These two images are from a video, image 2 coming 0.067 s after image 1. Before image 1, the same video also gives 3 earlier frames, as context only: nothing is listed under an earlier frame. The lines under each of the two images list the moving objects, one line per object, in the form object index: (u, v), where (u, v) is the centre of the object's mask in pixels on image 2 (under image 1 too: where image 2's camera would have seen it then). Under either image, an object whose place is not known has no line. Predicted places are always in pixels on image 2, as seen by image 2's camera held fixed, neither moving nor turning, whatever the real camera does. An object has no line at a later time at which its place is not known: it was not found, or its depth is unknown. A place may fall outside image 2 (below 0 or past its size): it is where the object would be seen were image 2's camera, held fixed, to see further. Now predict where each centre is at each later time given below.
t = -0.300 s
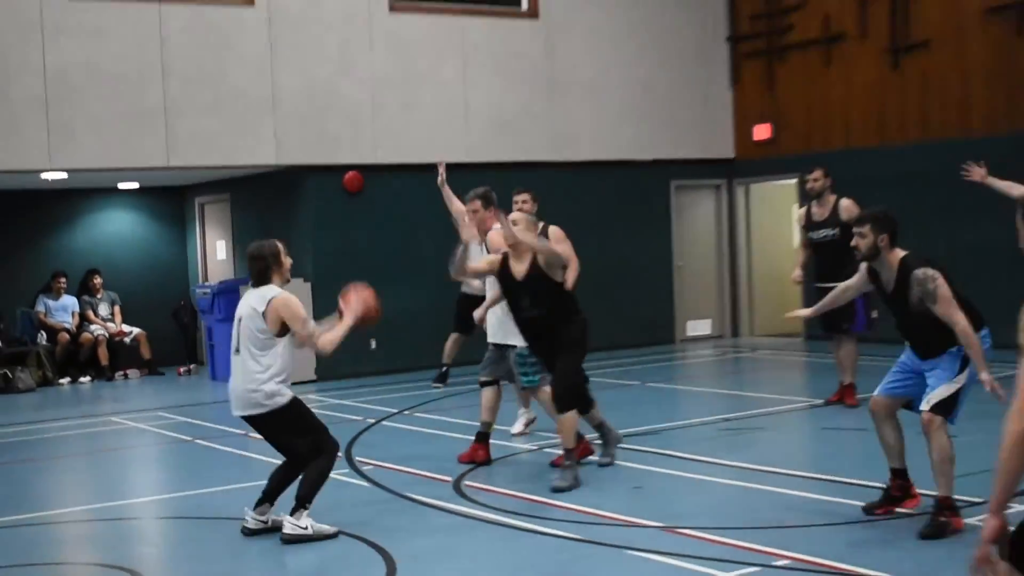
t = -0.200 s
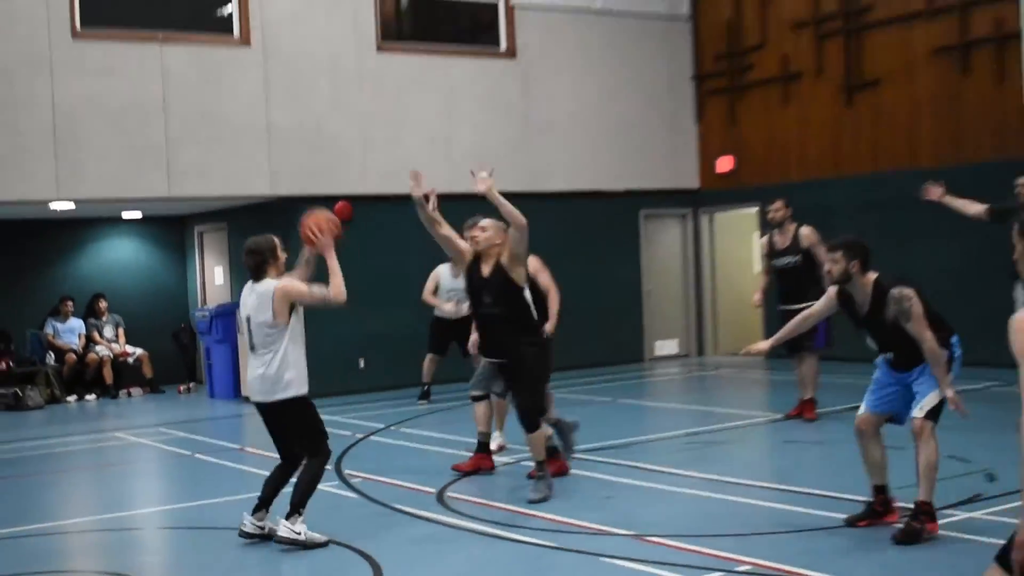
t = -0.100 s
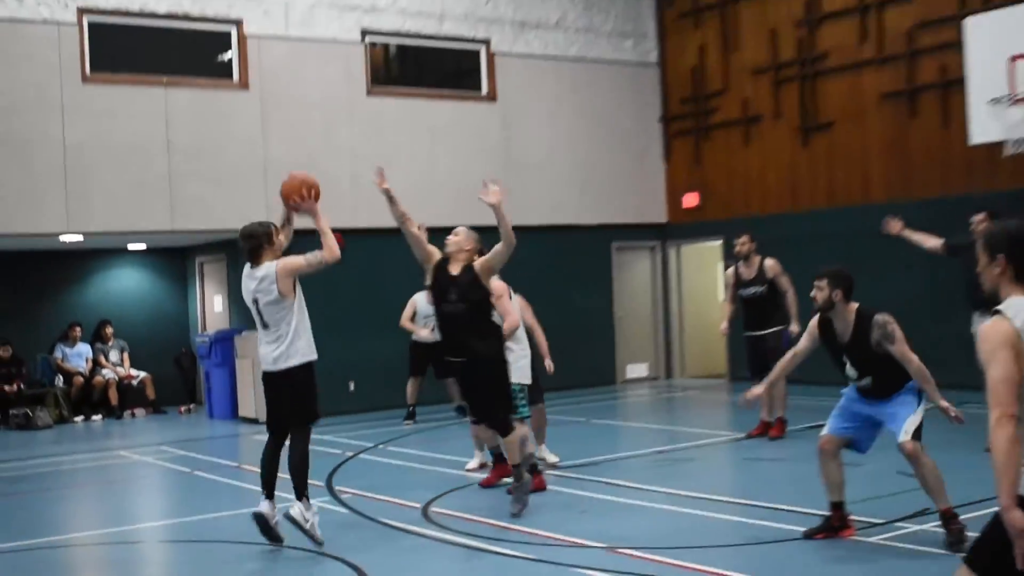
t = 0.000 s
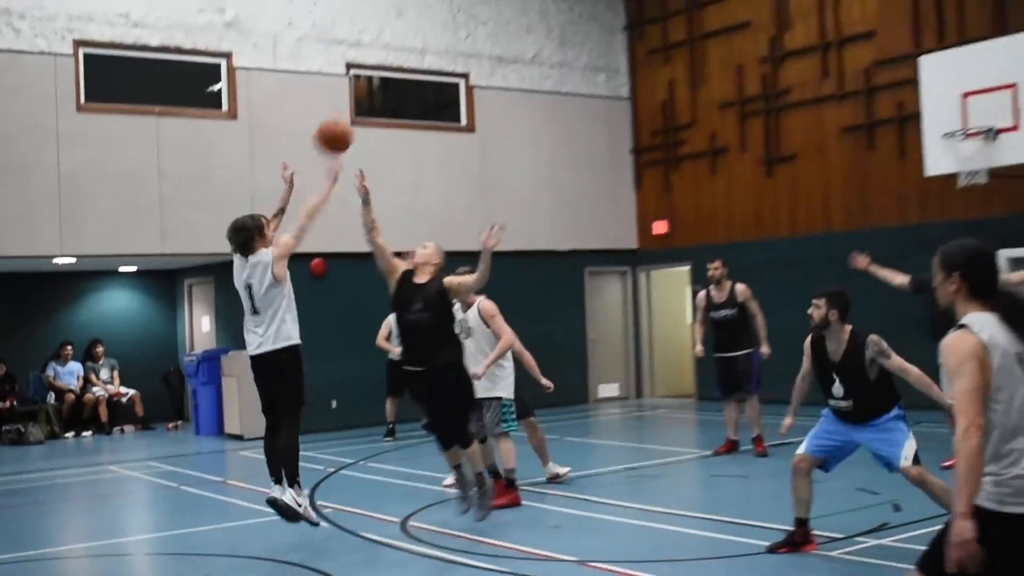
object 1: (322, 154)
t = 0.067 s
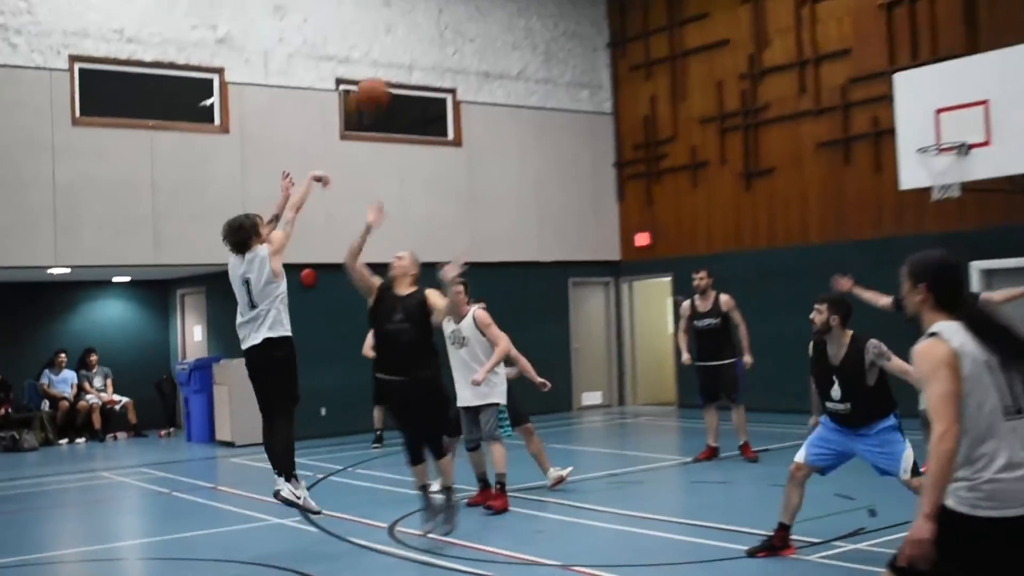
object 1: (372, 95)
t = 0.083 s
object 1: (385, 81)
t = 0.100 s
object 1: (399, 72)
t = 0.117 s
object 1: (410, 61)
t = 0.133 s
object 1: (420, 50)
